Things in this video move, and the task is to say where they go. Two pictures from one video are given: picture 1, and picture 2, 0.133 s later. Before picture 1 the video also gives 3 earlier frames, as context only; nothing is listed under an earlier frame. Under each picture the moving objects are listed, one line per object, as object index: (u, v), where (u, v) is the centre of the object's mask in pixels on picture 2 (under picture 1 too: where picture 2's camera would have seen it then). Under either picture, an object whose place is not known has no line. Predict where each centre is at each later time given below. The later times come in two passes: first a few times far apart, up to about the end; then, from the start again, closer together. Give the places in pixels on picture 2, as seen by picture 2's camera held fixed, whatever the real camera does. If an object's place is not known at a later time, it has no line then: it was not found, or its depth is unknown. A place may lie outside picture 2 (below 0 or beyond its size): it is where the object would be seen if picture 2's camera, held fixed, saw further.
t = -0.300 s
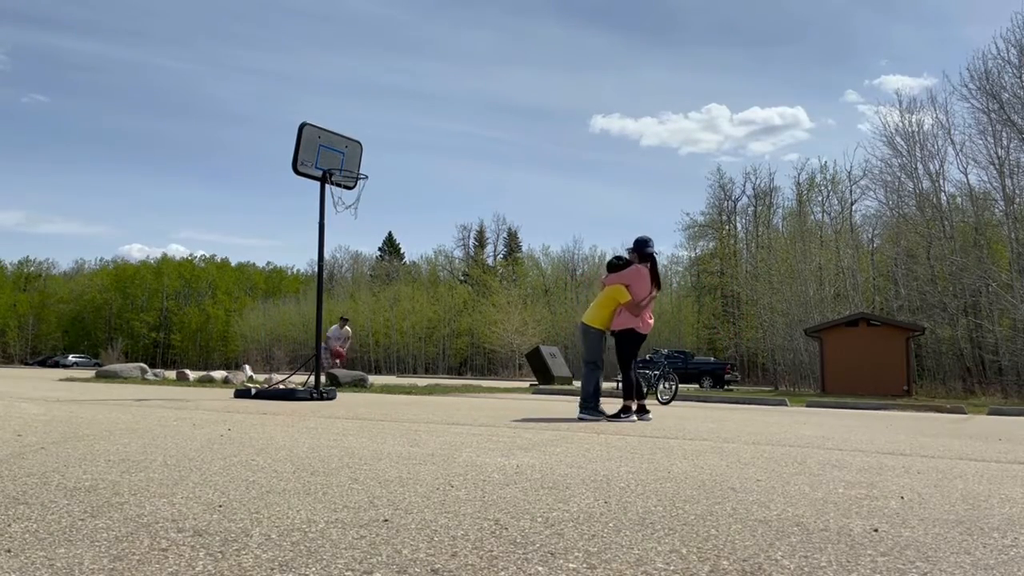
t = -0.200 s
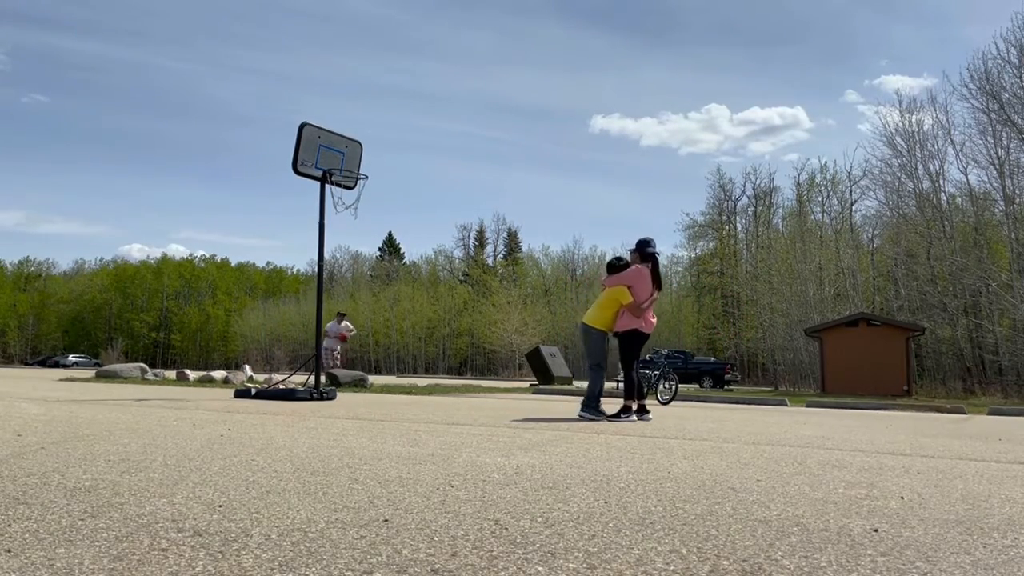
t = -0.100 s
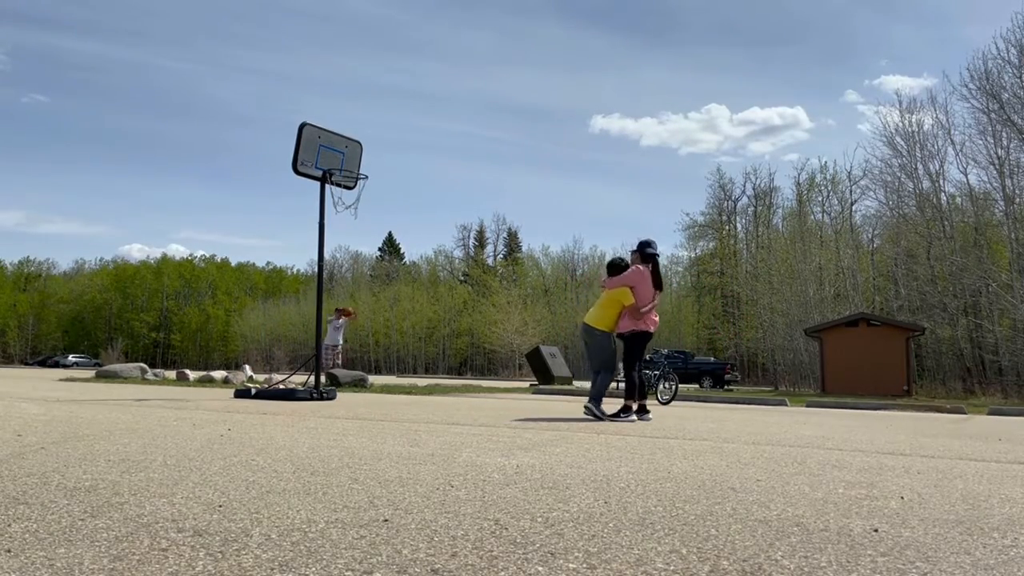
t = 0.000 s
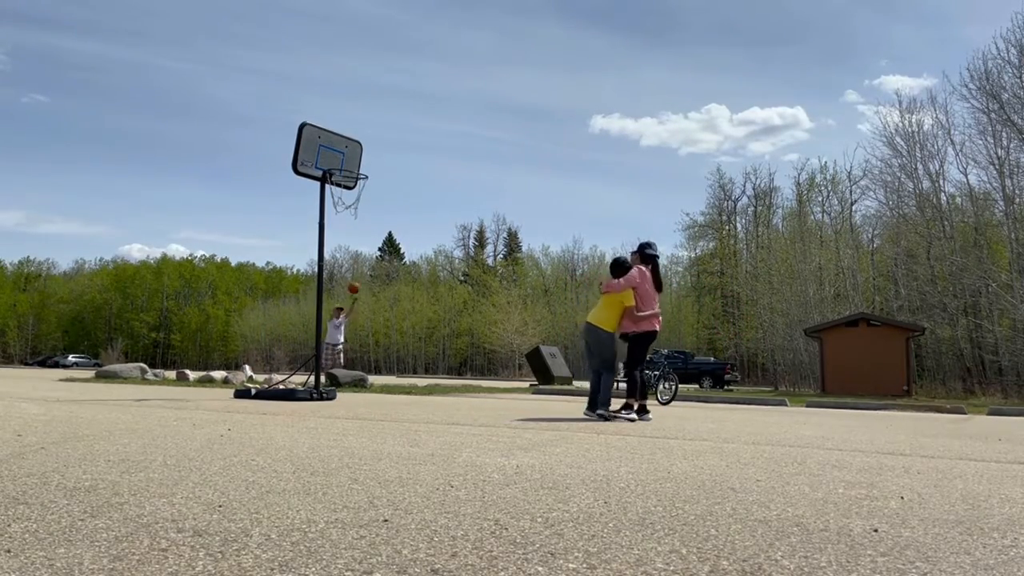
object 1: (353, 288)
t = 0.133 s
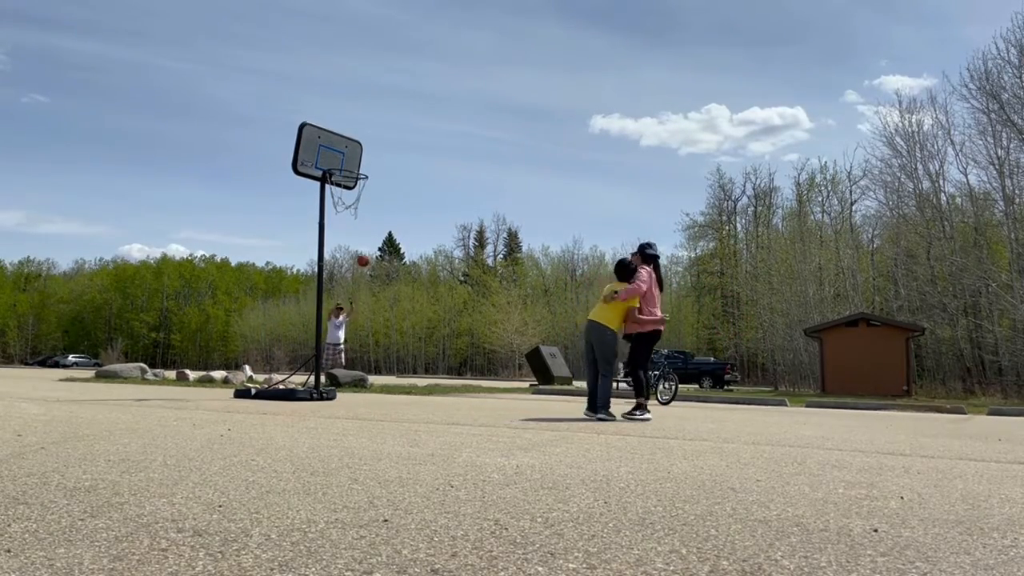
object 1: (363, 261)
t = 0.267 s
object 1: (372, 239)
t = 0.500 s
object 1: (387, 219)
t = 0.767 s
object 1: (403, 233)
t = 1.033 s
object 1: (420, 302)
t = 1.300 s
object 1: (437, 357)
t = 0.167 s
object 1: (365, 254)
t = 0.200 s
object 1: (367, 249)
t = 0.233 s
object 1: (370, 244)
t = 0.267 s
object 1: (372, 239)
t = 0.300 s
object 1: (374, 235)
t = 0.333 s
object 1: (376, 231)
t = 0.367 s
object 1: (378, 227)
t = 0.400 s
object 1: (381, 225)
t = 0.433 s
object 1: (383, 222)
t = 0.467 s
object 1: (385, 221)
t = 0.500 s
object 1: (387, 219)
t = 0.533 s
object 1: (389, 219)
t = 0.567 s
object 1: (391, 219)
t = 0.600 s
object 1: (393, 219)
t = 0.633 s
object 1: (395, 221)
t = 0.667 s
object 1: (397, 222)
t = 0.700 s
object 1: (399, 225)
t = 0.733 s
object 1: (401, 228)
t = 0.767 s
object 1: (403, 233)
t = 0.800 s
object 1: (405, 238)
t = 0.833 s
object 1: (408, 244)
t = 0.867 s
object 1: (410, 251)
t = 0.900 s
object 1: (412, 259)
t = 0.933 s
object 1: (414, 268)
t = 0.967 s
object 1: (416, 277)
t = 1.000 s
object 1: (418, 289)
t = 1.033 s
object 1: (420, 302)
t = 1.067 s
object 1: (422, 315)
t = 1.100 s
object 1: (425, 330)
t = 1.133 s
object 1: (428, 347)
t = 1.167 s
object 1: (430, 365)
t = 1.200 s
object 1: (432, 386)
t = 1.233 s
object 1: (433, 390)
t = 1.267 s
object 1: (434, 373)
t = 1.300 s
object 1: (437, 357)
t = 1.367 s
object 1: (437, 327)
